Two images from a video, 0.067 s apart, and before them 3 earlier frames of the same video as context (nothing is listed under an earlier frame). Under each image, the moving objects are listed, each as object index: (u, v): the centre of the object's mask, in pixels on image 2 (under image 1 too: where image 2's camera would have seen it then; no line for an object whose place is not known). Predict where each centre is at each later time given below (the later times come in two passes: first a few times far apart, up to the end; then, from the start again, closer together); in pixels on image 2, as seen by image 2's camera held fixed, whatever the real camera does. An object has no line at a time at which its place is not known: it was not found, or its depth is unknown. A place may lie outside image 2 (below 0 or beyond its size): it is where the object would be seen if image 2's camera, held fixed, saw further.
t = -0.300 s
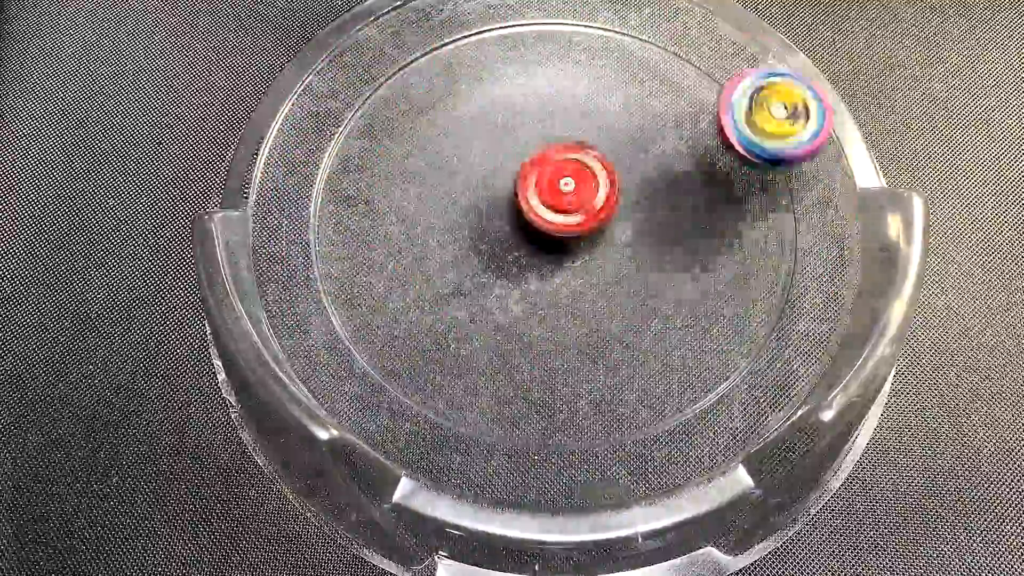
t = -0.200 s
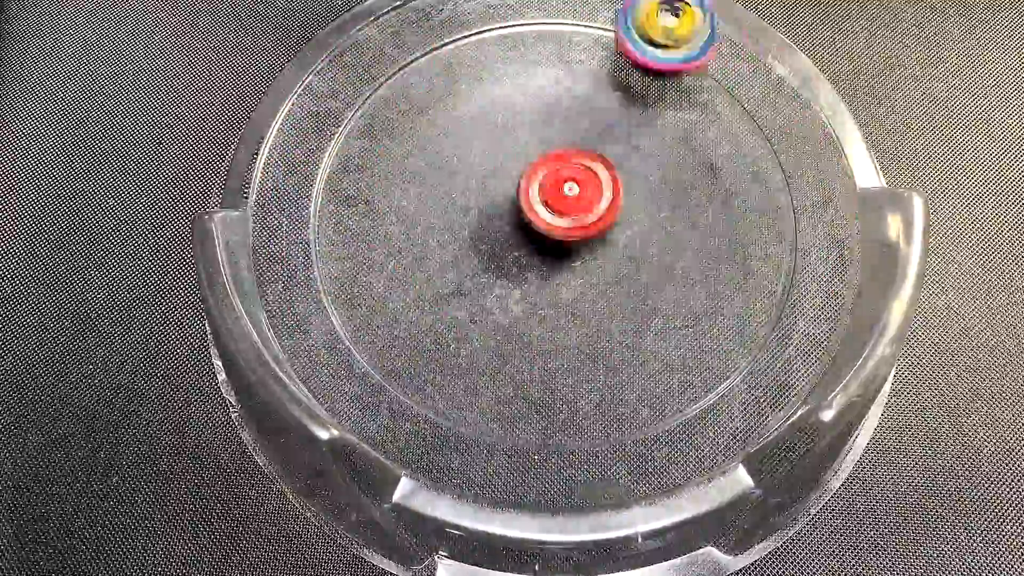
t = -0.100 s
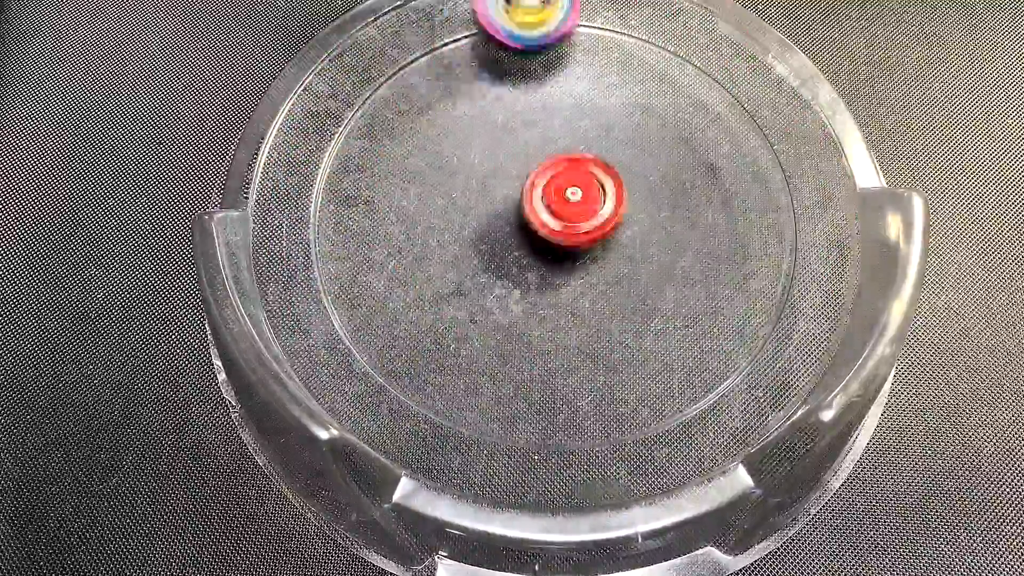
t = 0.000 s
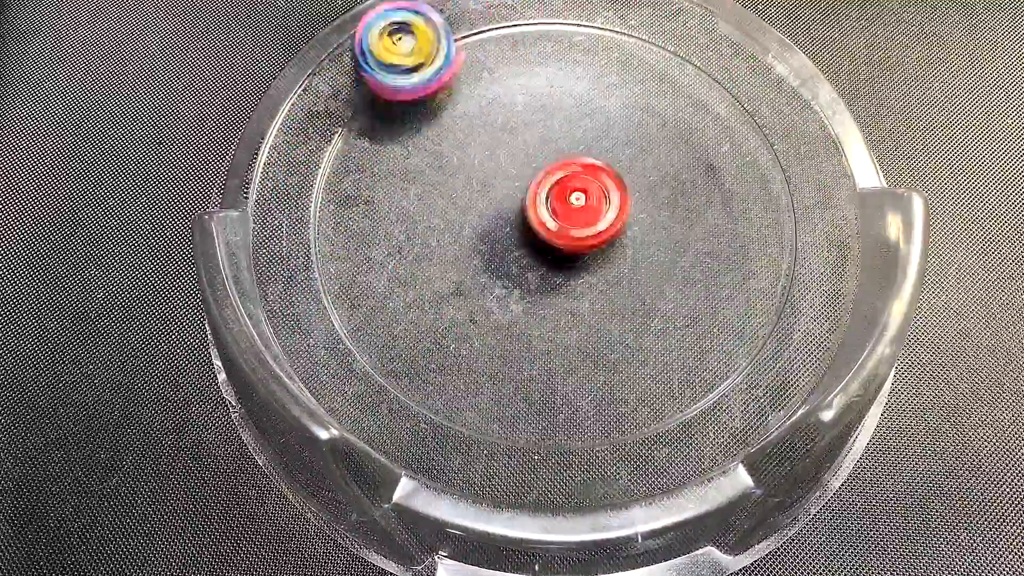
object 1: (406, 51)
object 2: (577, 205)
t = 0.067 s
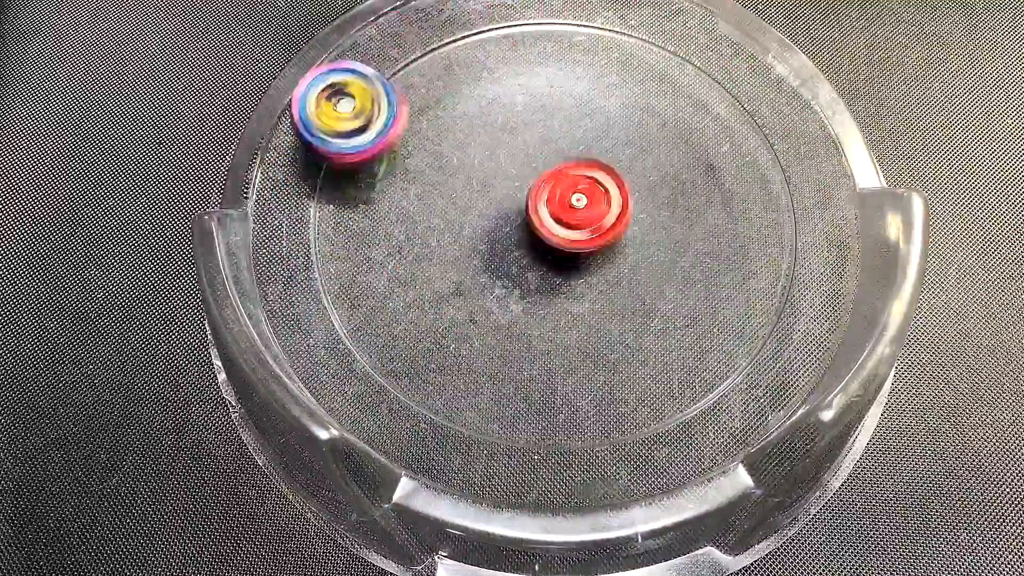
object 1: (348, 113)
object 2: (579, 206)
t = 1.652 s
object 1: (788, 157)
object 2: (549, 192)
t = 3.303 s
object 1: (402, 175)
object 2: (541, 221)
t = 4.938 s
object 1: (697, 169)
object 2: (563, 219)
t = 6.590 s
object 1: (632, 207)
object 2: (521, 196)
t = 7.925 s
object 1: (524, 218)
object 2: (639, 215)
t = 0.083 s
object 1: (338, 131)
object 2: (579, 207)
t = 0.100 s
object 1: (329, 147)
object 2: (579, 207)
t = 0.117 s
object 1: (327, 168)
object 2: (578, 207)
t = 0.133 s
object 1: (327, 190)
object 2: (580, 207)
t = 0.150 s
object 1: (323, 211)
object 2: (579, 208)
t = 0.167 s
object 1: (326, 233)
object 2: (578, 208)
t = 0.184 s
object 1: (333, 251)
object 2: (577, 209)
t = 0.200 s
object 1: (342, 272)
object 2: (576, 210)
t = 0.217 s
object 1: (354, 293)
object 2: (575, 210)
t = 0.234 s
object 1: (362, 311)
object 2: (574, 211)
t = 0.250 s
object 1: (378, 327)
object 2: (575, 211)
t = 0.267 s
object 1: (396, 342)
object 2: (573, 212)
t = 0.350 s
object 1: (503, 400)
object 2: (568, 216)
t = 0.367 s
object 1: (529, 408)
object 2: (567, 218)
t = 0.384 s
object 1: (555, 412)
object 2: (566, 219)
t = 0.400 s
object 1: (577, 413)
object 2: (565, 220)
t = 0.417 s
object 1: (604, 411)
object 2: (564, 220)
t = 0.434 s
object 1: (628, 407)
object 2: (563, 220)
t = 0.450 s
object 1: (656, 402)
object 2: (563, 221)
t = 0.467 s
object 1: (680, 393)
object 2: (562, 221)
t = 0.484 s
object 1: (700, 383)
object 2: (561, 223)
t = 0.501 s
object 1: (719, 366)
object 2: (560, 223)
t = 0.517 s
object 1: (733, 350)
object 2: (558, 223)
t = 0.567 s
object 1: (776, 290)
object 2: (557, 223)
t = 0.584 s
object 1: (784, 267)
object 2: (555, 224)
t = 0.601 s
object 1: (790, 245)
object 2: (554, 225)
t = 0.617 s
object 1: (795, 220)
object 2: (552, 225)
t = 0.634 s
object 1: (795, 198)
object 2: (551, 225)
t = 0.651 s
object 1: (796, 177)
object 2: (551, 225)
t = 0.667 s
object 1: (789, 156)
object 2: (550, 224)
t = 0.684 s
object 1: (781, 137)
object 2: (550, 224)
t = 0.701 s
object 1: (769, 117)
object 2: (548, 224)
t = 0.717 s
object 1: (756, 100)
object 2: (546, 225)
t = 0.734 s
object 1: (741, 81)
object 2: (545, 225)
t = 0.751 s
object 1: (726, 67)
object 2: (544, 225)
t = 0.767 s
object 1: (710, 51)
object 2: (544, 224)
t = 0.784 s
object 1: (692, 41)
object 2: (543, 224)
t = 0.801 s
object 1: (673, 35)
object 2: (543, 224)
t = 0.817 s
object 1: (650, 30)
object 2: (541, 223)
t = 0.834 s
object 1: (630, 25)
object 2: (540, 224)
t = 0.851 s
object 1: (605, 23)
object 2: (539, 223)
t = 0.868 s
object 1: (582, 21)
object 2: (539, 223)
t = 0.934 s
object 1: (493, 24)
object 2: (538, 220)
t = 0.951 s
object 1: (471, 28)
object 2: (537, 220)
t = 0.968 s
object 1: (447, 33)
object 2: (537, 219)
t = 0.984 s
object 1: (429, 39)
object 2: (536, 218)
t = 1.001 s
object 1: (408, 45)
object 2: (536, 217)
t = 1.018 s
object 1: (389, 60)
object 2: (536, 216)
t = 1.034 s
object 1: (374, 73)
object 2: (537, 214)
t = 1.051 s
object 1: (358, 90)
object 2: (536, 213)
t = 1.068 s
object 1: (348, 107)
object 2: (535, 213)
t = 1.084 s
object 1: (337, 127)
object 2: (535, 211)
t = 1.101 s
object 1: (330, 146)
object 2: (534, 210)
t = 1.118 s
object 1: (324, 169)
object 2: (535, 209)
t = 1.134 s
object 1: (322, 190)
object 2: (534, 208)
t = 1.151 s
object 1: (320, 212)
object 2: (535, 207)
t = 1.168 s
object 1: (324, 235)
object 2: (535, 206)
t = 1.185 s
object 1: (326, 258)
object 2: (535, 206)
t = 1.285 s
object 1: (417, 372)
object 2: (536, 203)
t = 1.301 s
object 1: (443, 386)
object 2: (536, 202)
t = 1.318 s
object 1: (466, 401)
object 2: (535, 202)
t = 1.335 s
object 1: (494, 407)
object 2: (535, 202)
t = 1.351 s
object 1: (520, 410)
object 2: (535, 201)
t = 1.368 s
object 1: (550, 415)
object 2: (535, 202)
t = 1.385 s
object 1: (576, 420)
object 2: (536, 201)
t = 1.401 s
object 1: (605, 415)
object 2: (536, 200)
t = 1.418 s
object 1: (630, 409)
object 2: (536, 200)
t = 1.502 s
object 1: (739, 344)
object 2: (540, 197)
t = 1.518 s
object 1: (753, 326)
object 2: (540, 196)
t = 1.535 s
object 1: (768, 305)
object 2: (541, 195)
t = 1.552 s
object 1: (778, 285)
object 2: (542, 195)
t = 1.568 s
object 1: (788, 262)
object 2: (544, 193)
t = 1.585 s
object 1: (794, 241)
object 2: (545, 193)
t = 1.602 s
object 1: (796, 219)
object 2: (546, 193)
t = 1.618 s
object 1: (797, 199)
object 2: (547, 193)
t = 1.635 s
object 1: (794, 177)
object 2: (548, 192)
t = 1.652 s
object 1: (788, 157)
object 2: (549, 192)
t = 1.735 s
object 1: (727, 70)
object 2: (553, 191)
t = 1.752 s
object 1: (711, 57)
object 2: (554, 191)
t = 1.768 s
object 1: (692, 44)
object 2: (554, 190)
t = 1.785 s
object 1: (673, 37)
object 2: (555, 190)
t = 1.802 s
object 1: (652, 32)
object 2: (556, 190)
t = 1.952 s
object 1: (469, 31)
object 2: (566, 190)
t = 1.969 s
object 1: (455, 34)
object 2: (567, 190)
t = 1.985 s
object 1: (438, 38)
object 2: (568, 190)
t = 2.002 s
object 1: (426, 45)
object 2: (568, 191)
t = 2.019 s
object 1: (411, 54)
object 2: (568, 191)
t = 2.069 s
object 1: (375, 84)
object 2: (570, 191)
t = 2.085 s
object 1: (362, 97)
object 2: (571, 191)
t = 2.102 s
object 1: (353, 107)
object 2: (572, 191)
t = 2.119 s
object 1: (344, 121)
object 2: (573, 192)
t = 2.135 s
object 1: (337, 134)
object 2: (573, 192)
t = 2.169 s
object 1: (325, 162)
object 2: (573, 194)
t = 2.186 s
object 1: (323, 180)
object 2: (573, 195)
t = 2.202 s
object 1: (320, 195)
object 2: (573, 195)
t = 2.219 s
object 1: (322, 212)
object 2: (573, 196)
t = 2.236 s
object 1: (324, 229)
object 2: (573, 196)
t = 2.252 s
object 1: (331, 245)
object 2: (572, 197)
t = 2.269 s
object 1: (336, 260)
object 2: (572, 197)
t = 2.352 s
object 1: (391, 329)
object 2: (573, 199)
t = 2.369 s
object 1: (408, 340)
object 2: (573, 201)
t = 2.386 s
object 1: (423, 348)
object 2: (573, 202)
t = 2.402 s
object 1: (443, 358)
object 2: (572, 203)
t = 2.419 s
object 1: (460, 365)
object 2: (572, 203)
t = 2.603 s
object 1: (666, 329)
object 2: (566, 212)
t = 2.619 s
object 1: (679, 317)
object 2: (566, 213)
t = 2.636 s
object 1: (693, 305)
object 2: (565, 215)
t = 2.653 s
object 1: (702, 291)
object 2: (564, 216)
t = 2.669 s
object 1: (712, 276)
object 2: (563, 217)
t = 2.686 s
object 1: (717, 263)
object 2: (561, 218)
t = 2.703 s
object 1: (725, 246)
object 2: (560, 218)
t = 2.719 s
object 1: (727, 231)
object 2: (558, 219)
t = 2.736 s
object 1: (731, 216)
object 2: (557, 220)
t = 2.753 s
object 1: (732, 202)
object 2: (555, 220)
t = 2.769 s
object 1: (732, 186)
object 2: (555, 221)
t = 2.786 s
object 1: (732, 172)
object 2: (554, 221)
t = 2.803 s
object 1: (726, 157)
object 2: (554, 221)
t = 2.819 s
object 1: (723, 143)
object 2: (553, 222)
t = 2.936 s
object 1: (659, 65)
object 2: (547, 228)
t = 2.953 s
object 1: (645, 59)
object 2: (547, 228)
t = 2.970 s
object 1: (631, 52)
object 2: (546, 229)
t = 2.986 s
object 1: (617, 48)
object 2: (545, 229)
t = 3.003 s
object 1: (603, 45)
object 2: (545, 229)
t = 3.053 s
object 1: (560, 40)
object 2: (544, 229)
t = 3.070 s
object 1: (542, 41)
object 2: (543, 229)
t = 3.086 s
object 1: (528, 43)
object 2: (542, 228)
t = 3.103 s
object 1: (514, 46)
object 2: (542, 228)
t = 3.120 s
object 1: (498, 52)
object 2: (541, 228)
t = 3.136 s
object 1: (487, 58)
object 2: (541, 228)
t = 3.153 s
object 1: (473, 65)
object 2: (541, 228)
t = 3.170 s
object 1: (463, 73)
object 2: (540, 227)
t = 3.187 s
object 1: (449, 83)
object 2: (540, 226)
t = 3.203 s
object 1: (439, 92)
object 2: (540, 226)
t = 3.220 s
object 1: (429, 105)
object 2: (541, 224)
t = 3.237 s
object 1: (418, 117)
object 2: (541, 224)
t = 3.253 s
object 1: (415, 132)
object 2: (541, 223)
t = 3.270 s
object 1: (408, 145)
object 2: (541, 222)
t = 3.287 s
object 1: (407, 158)
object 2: (541, 222)
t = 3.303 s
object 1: (402, 175)
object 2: (541, 221)
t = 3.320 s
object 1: (399, 188)
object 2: (541, 220)
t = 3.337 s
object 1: (400, 204)
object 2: (541, 219)
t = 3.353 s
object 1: (401, 218)
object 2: (541, 218)
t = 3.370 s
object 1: (407, 233)
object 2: (541, 217)
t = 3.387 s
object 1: (410, 248)
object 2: (542, 216)
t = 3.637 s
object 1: (606, 348)
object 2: (543, 198)
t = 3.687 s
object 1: (651, 331)
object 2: (543, 195)
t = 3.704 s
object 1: (664, 323)
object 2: (543, 194)
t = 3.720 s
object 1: (675, 313)
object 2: (543, 193)
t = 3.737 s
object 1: (686, 302)
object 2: (544, 192)
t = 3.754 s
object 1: (693, 291)
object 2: (544, 191)
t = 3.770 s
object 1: (701, 279)
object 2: (544, 191)
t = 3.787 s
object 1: (707, 266)
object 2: (544, 190)
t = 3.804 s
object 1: (711, 252)
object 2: (545, 189)
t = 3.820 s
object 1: (714, 237)
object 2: (545, 189)
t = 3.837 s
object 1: (713, 222)
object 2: (545, 189)
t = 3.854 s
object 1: (712, 210)
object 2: (545, 188)
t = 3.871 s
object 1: (711, 197)
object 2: (546, 188)
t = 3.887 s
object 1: (705, 182)
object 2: (546, 188)
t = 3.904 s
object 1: (702, 169)
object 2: (547, 187)
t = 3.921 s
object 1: (692, 156)
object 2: (547, 187)
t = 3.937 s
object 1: (684, 146)
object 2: (548, 187)
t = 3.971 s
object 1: (665, 125)
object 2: (549, 186)
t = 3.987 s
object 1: (655, 115)
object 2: (550, 186)
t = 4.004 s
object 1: (642, 106)
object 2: (551, 186)
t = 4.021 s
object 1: (629, 99)
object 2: (551, 186)
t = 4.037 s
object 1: (617, 95)
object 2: (551, 186)
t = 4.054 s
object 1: (603, 88)
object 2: (551, 186)
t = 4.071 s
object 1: (590, 83)
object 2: (552, 187)
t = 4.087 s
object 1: (574, 79)
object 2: (552, 187)
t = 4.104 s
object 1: (560, 78)
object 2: (553, 187)
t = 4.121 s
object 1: (547, 78)
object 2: (553, 187)
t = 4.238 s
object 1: (455, 99)
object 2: (559, 192)
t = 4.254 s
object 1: (441, 106)
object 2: (559, 193)
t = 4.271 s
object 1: (430, 113)
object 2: (560, 194)
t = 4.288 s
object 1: (425, 124)
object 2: (560, 195)
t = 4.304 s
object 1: (416, 133)
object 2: (561, 196)
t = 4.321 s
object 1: (409, 144)
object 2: (561, 197)
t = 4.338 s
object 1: (403, 156)
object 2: (562, 197)
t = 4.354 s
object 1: (398, 168)
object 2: (563, 198)
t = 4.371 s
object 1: (398, 181)
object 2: (563, 199)
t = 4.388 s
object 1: (396, 194)
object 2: (564, 200)
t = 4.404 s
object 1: (396, 205)
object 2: (565, 201)
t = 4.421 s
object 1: (398, 219)
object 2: (565, 201)
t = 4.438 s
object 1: (401, 231)
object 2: (566, 202)
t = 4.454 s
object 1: (409, 245)
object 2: (566, 203)
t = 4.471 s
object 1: (414, 256)
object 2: (567, 203)
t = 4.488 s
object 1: (421, 267)
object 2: (567, 204)
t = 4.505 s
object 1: (433, 279)
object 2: (567, 205)
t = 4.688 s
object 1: (594, 318)
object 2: (568, 212)
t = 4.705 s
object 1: (606, 313)
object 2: (568, 213)
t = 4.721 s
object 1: (621, 308)
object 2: (569, 214)
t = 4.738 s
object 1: (634, 301)
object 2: (568, 214)
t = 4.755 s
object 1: (646, 292)
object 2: (568, 215)
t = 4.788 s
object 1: (666, 273)
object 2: (567, 215)
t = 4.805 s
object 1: (675, 263)
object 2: (567, 216)
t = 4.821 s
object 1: (685, 254)
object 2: (567, 216)
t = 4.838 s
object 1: (689, 239)
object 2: (566, 216)
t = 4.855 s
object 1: (695, 228)
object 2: (566, 217)
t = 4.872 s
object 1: (698, 219)
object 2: (566, 217)
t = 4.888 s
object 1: (700, 206)
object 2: (565, 218)
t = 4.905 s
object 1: (702, 190)
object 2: (565, 218)
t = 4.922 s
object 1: (700, 181)
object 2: (564, 219)
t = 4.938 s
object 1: (697, 169)
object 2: (563, 219)
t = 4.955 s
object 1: (696, 157)
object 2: (563, 219)
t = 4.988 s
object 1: (685, 136)
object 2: (562, 219)
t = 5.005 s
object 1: (679, 127)
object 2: (561, 219)
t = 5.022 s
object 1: (669, 117)
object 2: (559, 219)
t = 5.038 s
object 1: (660, 106)
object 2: (558, 219)
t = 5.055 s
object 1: (651, 102)
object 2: (557, 219)
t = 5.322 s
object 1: (459, 131)
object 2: (544, 217)
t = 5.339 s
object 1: (449, 139)
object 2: (544, 216)
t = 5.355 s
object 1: (442, 149)
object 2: (543, 216)
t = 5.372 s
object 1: (439, 161)
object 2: (543, 215)
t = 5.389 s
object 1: (433, 173)
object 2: (542, 215)
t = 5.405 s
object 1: (429, 184)
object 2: (542, 214)
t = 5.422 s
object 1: (421, 188)
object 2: (549, 220)
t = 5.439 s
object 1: (402, 189)
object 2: (563, 232)
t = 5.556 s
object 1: (324, 194)
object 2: (615, 274)
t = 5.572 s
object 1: (321, 194)
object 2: (617, 276)
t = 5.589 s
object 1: (319, 197)
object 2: (619, 277)
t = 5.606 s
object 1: (321, 196)
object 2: (622, 277)
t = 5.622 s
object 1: (320, 197)
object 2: (625, 278)
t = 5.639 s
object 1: (323, 203)
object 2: (627, 281)
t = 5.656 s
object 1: (329, 207)
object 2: (628, 281)
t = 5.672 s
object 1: (337, 210)
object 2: (630, 281)
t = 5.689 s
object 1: (345, 213)
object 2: (632, 282)
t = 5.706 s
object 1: (355, 217)
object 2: (633, 284)
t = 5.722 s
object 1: (366, 218)
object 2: (633, 286)
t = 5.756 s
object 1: (386, 219)
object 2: (635, 286)
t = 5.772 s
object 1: (396, 220)
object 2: (634, 288)
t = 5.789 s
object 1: (408, 219)
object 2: (634, 289)
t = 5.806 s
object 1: (417, 218)
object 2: (635, 288)
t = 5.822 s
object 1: (431, 215)
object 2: (633, 288)
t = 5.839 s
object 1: (442, 212)
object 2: (633, 289)
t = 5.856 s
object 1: (454, 210)
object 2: (632, 289)
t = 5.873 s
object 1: (464, 206)
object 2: (631, 286)
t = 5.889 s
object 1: (477, 202)
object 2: (628, 287)
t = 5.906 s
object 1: (488, 198)
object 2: (626, 286)
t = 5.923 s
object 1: (498, 196)
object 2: (626, 284)
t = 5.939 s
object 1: (508, 192)
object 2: (623, 283)
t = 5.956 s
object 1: (519, 187)
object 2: (618, 282)
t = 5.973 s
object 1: (530, 185)
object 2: (618, 280)
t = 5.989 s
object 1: (538, 182)
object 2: (617, 277)
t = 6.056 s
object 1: (573, 171)
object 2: (606, 267)
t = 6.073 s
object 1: (582, 168)
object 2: (602, 266)
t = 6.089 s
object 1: (590, 166)
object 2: (600, 264)
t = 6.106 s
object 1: (603, 164)
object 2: (593, 265)
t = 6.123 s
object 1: (619, 155)
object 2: (574, 275)
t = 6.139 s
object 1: (638, 143)
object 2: (561, 280)
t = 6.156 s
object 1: (658, 130)
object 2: (546, 288)
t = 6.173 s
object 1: (673, 124)
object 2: (534, 292)
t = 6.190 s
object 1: (687, 119)
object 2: (523, 294)
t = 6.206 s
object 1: (698, 111)
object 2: (513, 294)
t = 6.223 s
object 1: (710, 104)
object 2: (509, 294)
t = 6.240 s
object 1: (721, 99)
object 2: (502, 293)
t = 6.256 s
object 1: (730, 98)
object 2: (502, 290)
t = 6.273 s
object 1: (737, 97)
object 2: (497, 288)
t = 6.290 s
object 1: (739, 97)
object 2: (499, 286)
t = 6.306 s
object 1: (741, 99)
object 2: (499, 283)
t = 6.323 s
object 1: (740, 102)
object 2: (496, 277)
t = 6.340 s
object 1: (740, 103)
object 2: (497, 277)
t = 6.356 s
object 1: (739, 107)
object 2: (494, 271)
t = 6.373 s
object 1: (735, 115)
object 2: (496, 270)
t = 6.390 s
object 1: (731, 120)
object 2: (494, 263)
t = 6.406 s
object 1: (726, 125)
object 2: (497, 259)
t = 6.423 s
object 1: (721, 133)
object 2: (497, 256)
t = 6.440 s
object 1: (717, 138)
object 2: (499, 250)
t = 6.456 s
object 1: (712, 144)
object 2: (500, 246)
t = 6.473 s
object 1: (704, 153)
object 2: (500, 238)
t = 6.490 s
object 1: (696, 160)
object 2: (505, 235)
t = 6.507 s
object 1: (689, 169)
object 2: (505, 228)
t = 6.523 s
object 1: (678, 177)
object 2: (509, 224)
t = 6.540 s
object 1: (668, 183)
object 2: (511, 217)
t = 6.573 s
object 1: (644, 200)
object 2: (519, 205)
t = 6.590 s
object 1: (632, 207)
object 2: (521, 196)
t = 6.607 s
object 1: (618, 216)
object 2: (525, 191)
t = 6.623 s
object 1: (610, 223)
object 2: (525, 180)
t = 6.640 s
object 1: (601, 232)
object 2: (526, 167)
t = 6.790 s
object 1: (515, 311)
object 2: (542, 73)
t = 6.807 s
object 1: (507, 316)
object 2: (541, 71)
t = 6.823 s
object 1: (499, 320)
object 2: (539, 64)
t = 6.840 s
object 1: (490, 323)
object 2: (537, 60)
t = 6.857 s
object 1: (484, 323)
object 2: (536, 57)
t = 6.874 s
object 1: (478, 324)
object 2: (538, 53)
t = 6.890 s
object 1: (473, 325)
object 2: (534, 56)
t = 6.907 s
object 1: (467, 322)
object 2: (533, 55)
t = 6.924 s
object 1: (464, 320)
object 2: (532, 54)
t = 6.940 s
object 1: (461, 318)
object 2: (534, 57)
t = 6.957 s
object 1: (459, 316)
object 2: (535, 62)
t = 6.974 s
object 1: (456, 312)
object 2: (534, 66)
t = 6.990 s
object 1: (455, 306)
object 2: (532, 71)
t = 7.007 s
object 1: (456, 302)
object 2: (530, 75)
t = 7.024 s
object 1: (456, 297)
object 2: (530, 80)
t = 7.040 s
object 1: (456, 292)
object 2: (529, 86)
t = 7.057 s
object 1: (456, 283)
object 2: (528, 91)
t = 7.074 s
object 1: (459, 276)
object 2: (529, 96)
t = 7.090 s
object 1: (462, 270)
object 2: (528, 100)
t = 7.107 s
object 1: (465, 263)
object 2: (531, 108)
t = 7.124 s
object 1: (468, 254)
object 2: (533, 114)
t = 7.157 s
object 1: (477, 238)
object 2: (538, 128)
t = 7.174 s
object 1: (483, 230)
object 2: (543, 137)
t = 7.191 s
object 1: (488, 220)
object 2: (548, 143)
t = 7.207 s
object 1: (493, 210)
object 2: (555, 148)
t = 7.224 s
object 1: (495, 203)
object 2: (564, 154)
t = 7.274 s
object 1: (499, 189)
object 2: (596, 171)
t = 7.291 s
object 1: (501, 182)
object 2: (604, 176)
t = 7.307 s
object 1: (503, 179)
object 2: (614, 180)
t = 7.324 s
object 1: (506, 176)
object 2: (623, 183)
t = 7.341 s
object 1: (510, 175)
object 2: (631, 187)
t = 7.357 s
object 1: (513, 175)
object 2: (638, 190)
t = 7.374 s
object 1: (516, 175)
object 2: (645, 193)
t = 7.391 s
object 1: (520, 177)
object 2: (652, 195)
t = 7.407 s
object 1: (525, 176)
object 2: (658, 195)
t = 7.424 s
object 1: (529, 175)
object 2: (664, 195)
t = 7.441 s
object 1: (534, 176)
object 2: (669, 194)
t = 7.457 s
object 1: (538, 175)
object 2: (673, 193)
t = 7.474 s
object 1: (542, 175)
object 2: (675, 193)
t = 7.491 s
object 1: (546, 177)
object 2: (677, 191)
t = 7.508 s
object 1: (550, 179)
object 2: (678, 190)
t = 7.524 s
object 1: (554, 182)
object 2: (678, 189)
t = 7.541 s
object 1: (557, 184)
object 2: (677, 189)
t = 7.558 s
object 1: (560, 187)
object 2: (677, 190)
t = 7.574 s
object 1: (563, 189)
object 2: (675, 191)
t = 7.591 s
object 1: (566, 191)
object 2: (673, 193)
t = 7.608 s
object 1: (567, 194)
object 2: (671, 195)
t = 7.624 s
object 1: (566, 195)
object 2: (670, 196)
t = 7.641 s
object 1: (565, 197)
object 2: (668, 198)
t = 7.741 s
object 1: (549, 214)
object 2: (660, 201)
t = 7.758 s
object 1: (545, 217)
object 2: (658, 201)
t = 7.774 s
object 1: (542, 219)
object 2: (657, 201)
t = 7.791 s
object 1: (539, 220)
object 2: (655, 201)
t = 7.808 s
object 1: (537, 221)
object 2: (654, 202)
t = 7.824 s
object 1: (535, 221)
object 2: (652, 203)
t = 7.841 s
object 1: (533, 222)
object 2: (651, 204)
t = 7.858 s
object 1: (530, 222)
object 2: (649, 206)
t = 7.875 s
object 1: (528, 221)
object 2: (647, 208)
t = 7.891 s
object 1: (526, 220)
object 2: (645, 211)
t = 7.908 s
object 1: (525, 219)
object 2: (642, 213)
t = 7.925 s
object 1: (524, 218)
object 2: (639, 215)
